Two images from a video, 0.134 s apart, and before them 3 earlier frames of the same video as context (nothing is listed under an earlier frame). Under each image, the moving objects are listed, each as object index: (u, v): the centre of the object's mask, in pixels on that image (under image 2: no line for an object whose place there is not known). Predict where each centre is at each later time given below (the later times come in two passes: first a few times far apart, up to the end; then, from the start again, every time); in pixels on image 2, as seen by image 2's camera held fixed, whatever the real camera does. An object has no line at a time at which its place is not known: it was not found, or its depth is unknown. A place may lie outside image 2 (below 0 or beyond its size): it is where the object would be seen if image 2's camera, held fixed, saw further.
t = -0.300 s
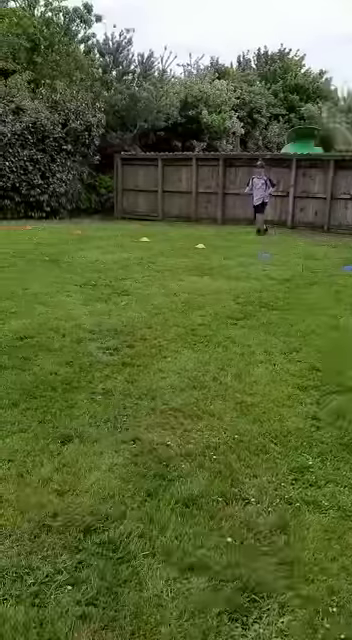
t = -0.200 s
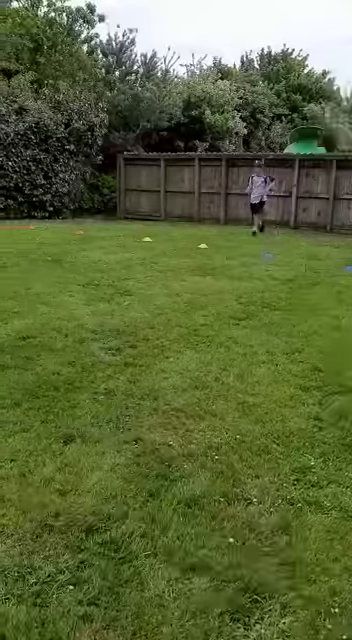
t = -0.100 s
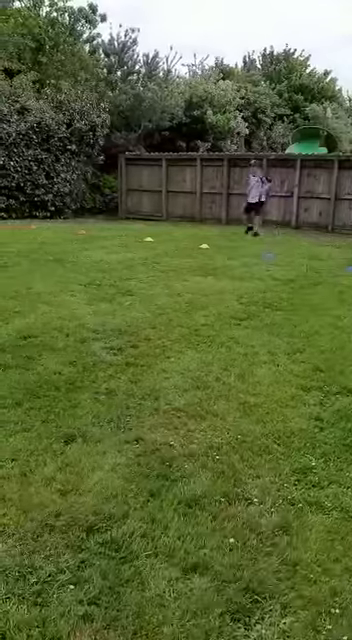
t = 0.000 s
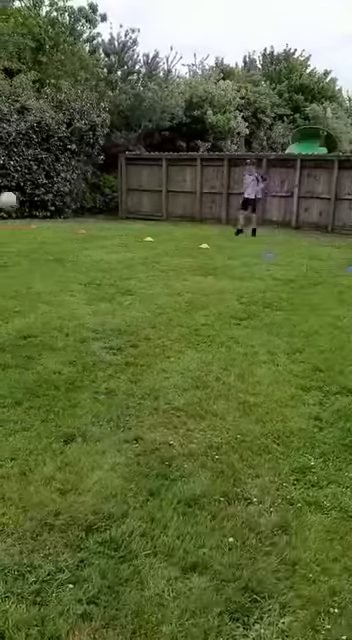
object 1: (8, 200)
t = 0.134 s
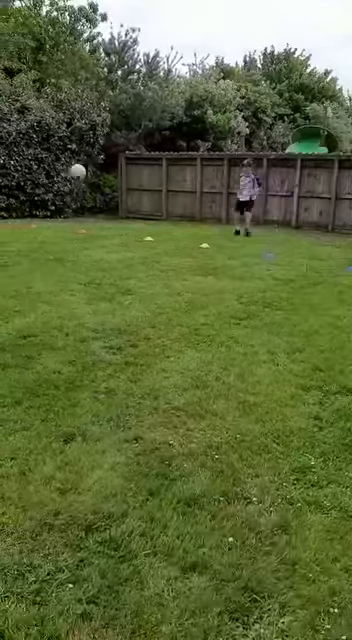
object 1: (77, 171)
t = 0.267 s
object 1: (133, 162)
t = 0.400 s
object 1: (177, 166)
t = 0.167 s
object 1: (92, 169)
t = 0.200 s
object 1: (107, 166)
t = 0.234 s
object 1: (120, 165)
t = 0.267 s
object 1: (133, 162)
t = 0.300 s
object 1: (144, 162)
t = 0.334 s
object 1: (155, 163)
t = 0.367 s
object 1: (167, 164)
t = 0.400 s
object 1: (177, 166)
